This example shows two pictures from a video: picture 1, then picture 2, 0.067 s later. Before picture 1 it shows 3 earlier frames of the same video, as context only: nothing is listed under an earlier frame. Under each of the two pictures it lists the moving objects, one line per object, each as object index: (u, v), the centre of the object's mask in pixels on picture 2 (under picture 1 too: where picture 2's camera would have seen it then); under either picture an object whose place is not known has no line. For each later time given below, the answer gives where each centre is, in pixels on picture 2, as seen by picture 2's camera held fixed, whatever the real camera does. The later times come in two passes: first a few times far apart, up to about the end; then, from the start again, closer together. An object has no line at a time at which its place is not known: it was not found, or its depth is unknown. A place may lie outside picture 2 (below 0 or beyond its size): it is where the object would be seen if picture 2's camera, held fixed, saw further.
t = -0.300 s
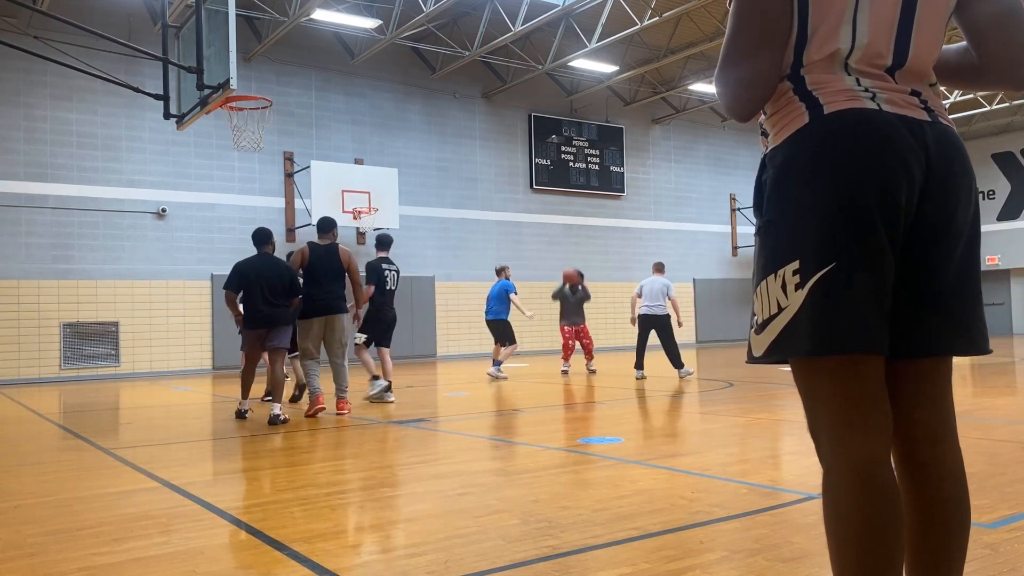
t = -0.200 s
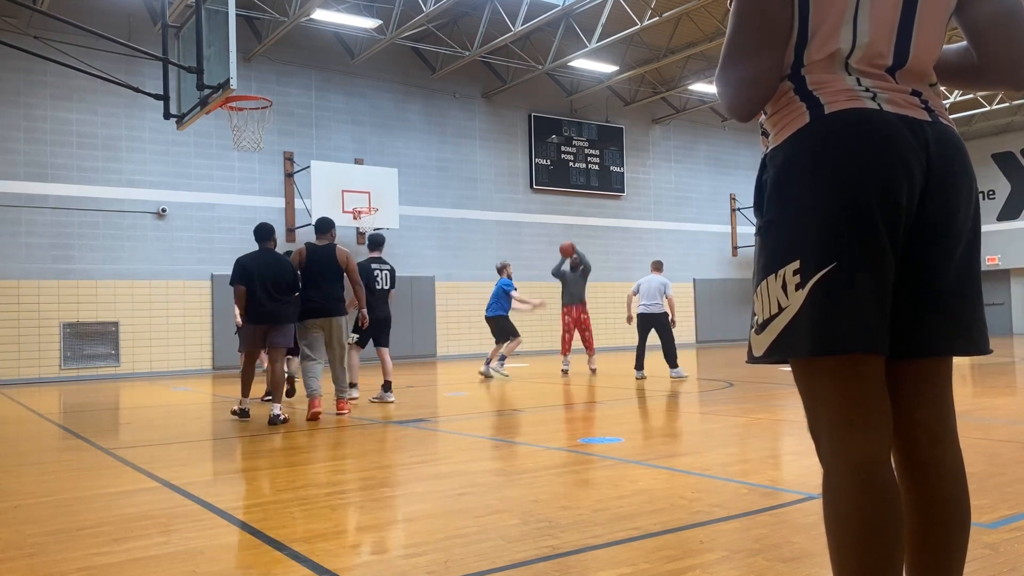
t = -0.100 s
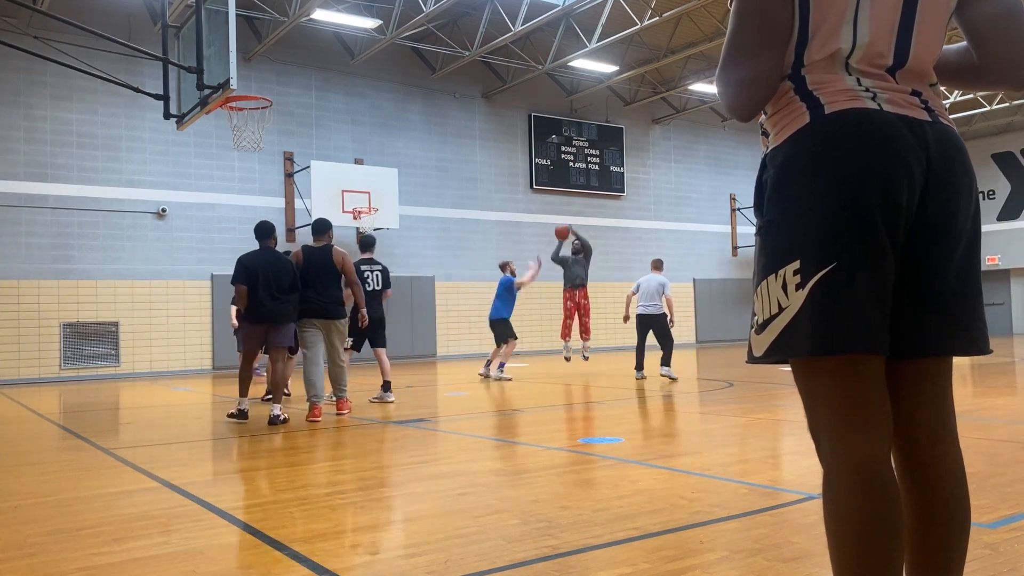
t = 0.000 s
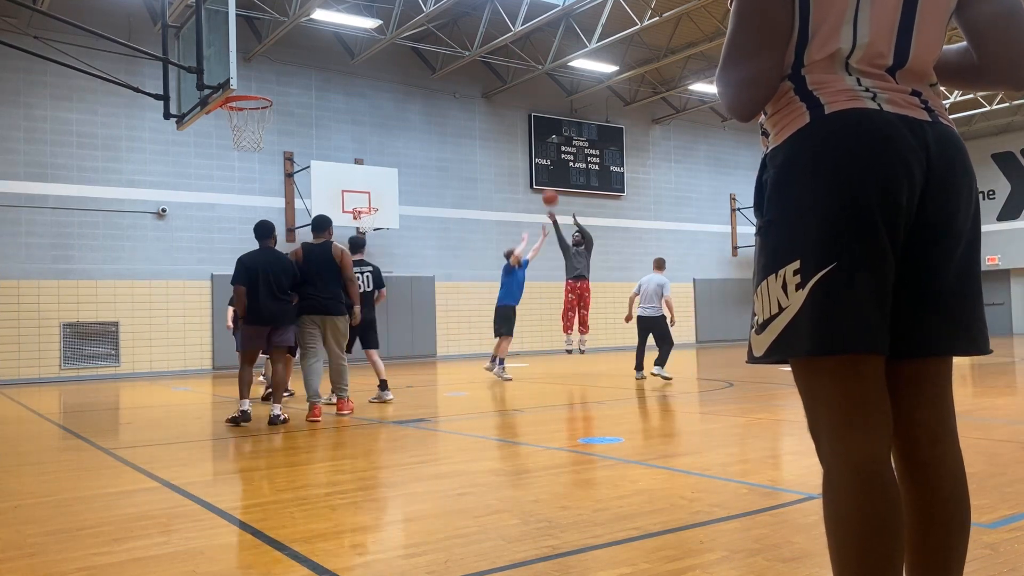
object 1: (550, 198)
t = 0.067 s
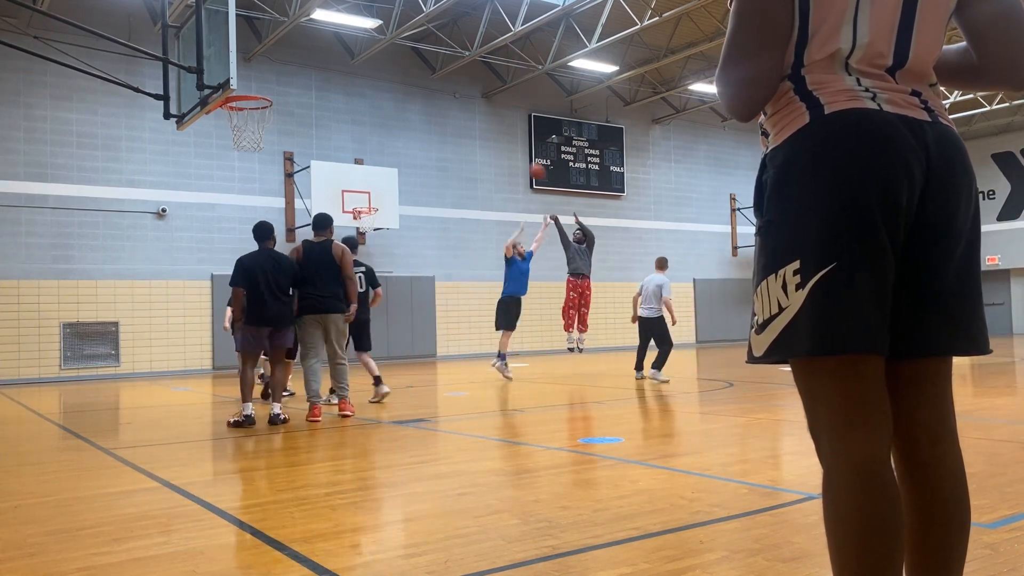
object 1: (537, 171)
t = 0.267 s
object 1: (495, 103)
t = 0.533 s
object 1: (431, 42)
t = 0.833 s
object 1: (343, 33)
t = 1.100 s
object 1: (252, 81)
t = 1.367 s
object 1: (249, 17)
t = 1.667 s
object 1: (299, 39)
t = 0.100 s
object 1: (529, 159)
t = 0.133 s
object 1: (523, 146)
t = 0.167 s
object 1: (516, 135)
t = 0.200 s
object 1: (509, 124)
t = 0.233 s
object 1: (502, 113)
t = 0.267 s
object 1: (495, 103)
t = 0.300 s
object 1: (487, 93)
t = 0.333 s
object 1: (479, 84)
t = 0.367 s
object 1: (472, 75)
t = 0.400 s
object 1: (464, 68)
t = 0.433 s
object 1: (456, 61)
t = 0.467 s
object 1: (448, 53)
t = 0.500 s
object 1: (439, 47)
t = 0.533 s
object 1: (431, 42)
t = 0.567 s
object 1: (423, 38)
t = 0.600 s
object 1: (414, 35)
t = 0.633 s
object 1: (403, 32)
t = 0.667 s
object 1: (394, 29)
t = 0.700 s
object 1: (385, 27)
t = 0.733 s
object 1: (376, 29)
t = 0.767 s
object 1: (366, 31)
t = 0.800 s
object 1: (355, 31)
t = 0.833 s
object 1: (343, 33)
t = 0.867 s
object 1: (334, 37)
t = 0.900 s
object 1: (322, 40)
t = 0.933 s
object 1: (311, 45)
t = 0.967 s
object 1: (300, 52)
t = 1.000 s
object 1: (287, 60)
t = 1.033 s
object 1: (275, 69)
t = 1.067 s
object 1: (261, 80)
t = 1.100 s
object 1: (252, 81)
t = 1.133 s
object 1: (247, 67)
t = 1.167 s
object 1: (244, 56)
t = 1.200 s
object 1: (241, 45)
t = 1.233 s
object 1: (238, 36)
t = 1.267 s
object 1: (240, 26)
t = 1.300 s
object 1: (243, 23)
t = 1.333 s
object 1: (245, 20)
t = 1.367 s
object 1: (249, 17)
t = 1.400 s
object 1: (253, 14)
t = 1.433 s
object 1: (260, 14)
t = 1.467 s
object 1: (265, 14)
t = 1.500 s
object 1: (270, 15)
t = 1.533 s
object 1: (276, 18)
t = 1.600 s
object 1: (286, 27)
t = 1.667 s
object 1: (299, 39)
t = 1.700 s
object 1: (303, 47)
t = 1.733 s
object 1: (309, 56)
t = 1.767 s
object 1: (315, 66)
